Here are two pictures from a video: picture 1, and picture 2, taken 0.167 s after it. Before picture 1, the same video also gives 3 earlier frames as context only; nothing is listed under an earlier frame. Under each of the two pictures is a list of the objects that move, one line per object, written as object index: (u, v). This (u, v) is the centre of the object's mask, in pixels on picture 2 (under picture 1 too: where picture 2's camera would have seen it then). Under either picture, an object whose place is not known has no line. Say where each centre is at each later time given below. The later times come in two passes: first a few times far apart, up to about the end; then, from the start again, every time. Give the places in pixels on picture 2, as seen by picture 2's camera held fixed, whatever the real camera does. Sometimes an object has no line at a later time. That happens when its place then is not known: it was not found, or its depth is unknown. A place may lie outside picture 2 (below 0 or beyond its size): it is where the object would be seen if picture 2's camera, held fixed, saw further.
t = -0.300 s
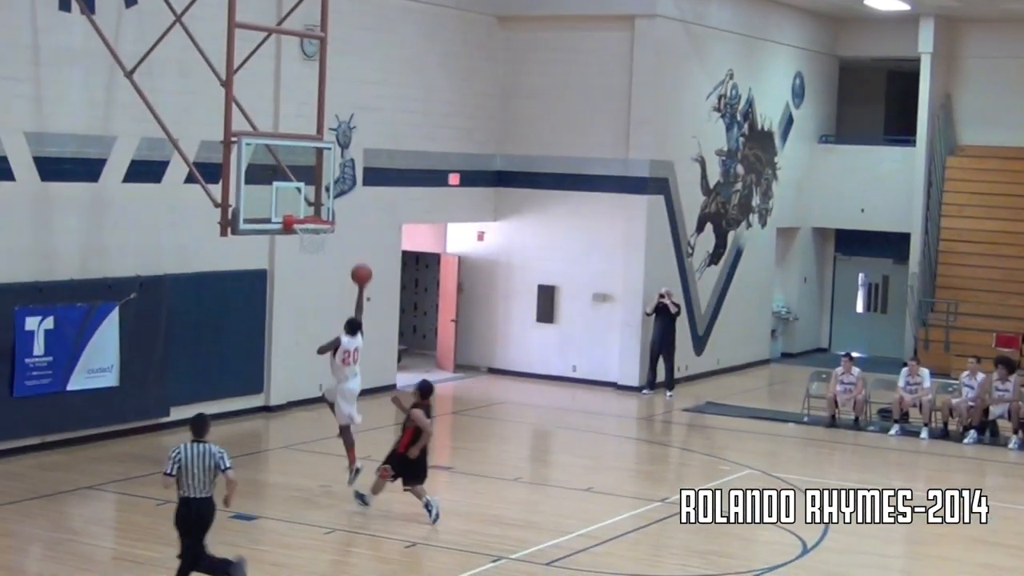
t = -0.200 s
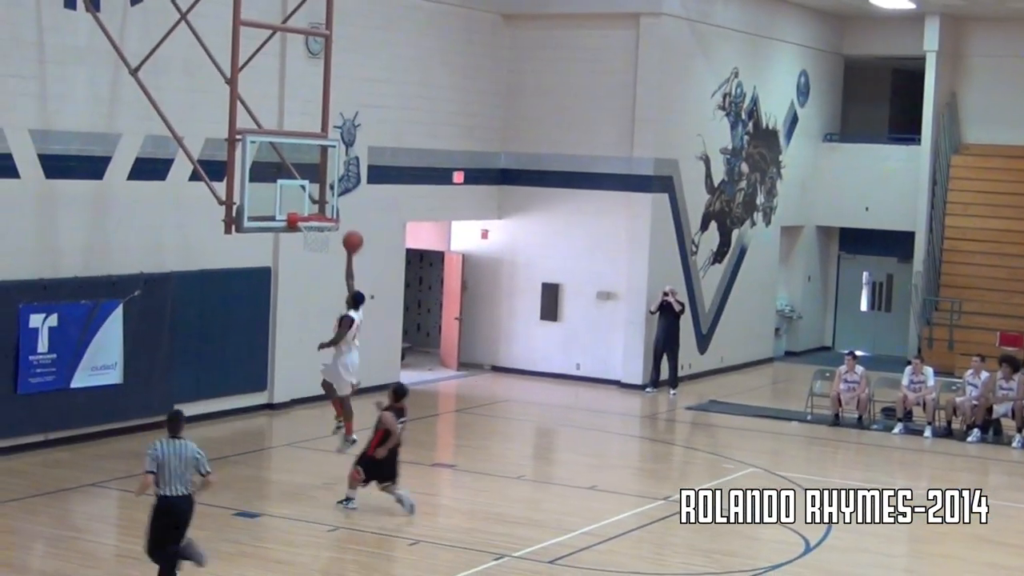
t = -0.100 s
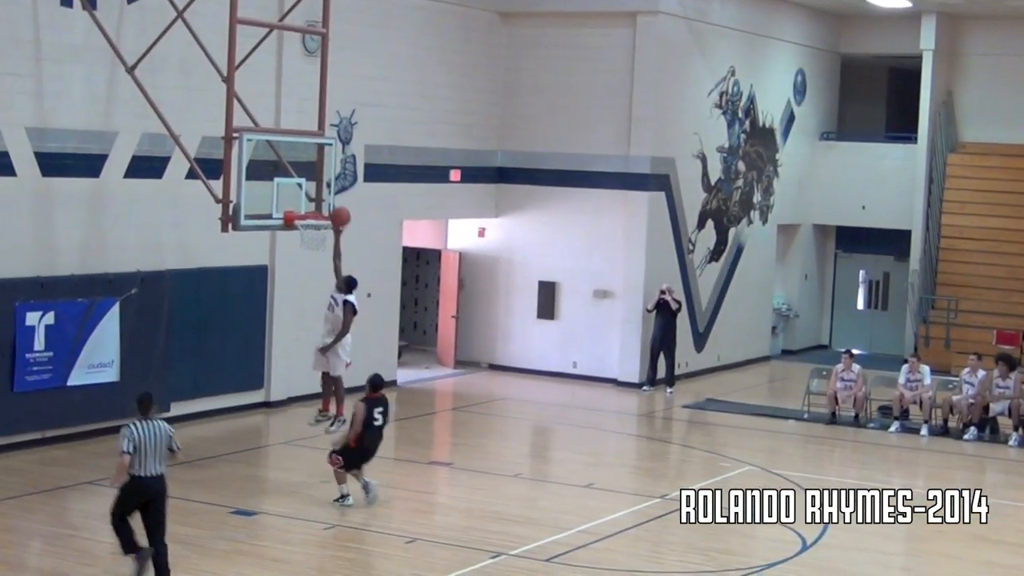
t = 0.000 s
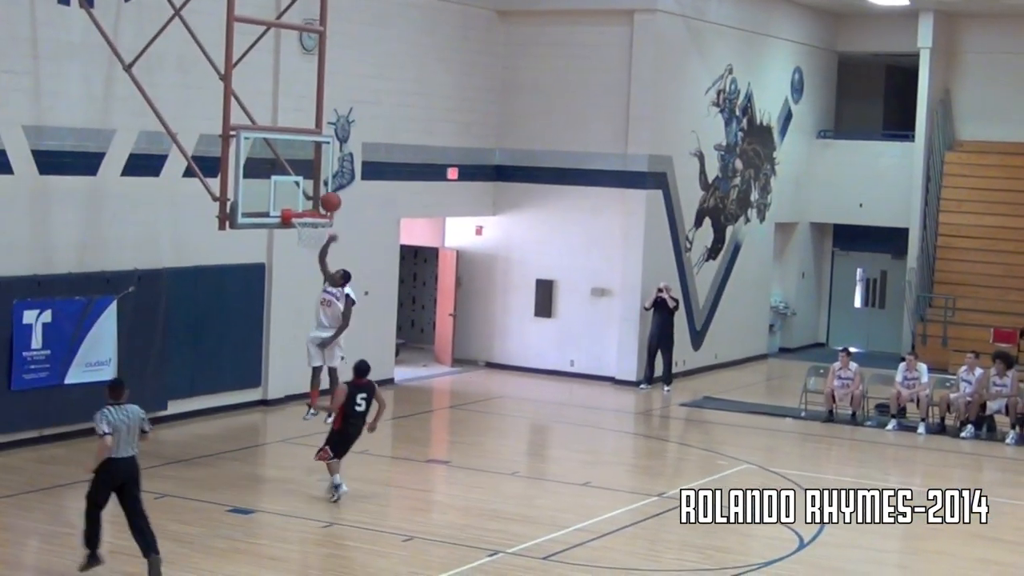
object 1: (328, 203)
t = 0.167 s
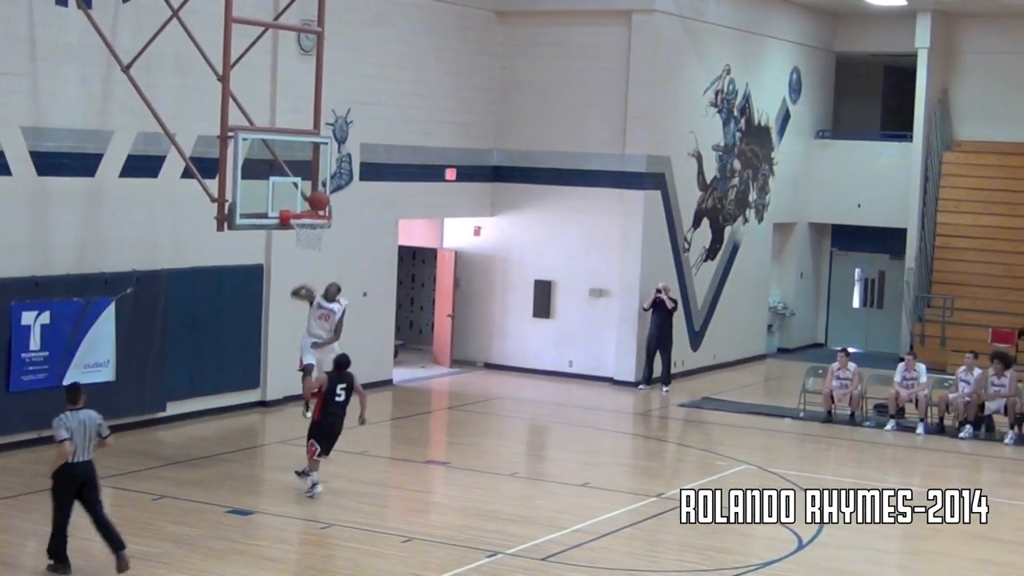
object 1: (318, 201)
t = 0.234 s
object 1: (314, 206)
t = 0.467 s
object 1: (304, 235)
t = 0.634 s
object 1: (307, 263)
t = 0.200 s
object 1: (316, 203)
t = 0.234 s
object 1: (314, 206)
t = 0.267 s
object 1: (311, 209)
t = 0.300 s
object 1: (309, 215)
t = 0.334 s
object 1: (308, 221)
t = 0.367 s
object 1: (306, 226)
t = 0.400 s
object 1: (304, 232)
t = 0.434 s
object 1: (303, 235)
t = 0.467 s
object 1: (304, 235)
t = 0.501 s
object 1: (305, 240)
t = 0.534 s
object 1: (305, 245)
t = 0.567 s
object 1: (306, 251)
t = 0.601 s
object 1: (307, 256)
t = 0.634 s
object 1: (307, 263)
